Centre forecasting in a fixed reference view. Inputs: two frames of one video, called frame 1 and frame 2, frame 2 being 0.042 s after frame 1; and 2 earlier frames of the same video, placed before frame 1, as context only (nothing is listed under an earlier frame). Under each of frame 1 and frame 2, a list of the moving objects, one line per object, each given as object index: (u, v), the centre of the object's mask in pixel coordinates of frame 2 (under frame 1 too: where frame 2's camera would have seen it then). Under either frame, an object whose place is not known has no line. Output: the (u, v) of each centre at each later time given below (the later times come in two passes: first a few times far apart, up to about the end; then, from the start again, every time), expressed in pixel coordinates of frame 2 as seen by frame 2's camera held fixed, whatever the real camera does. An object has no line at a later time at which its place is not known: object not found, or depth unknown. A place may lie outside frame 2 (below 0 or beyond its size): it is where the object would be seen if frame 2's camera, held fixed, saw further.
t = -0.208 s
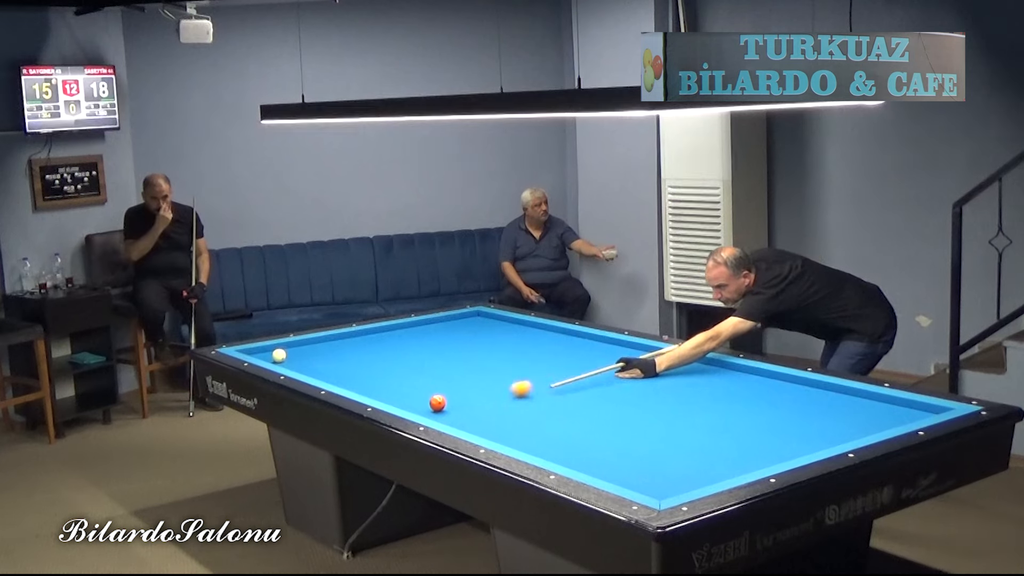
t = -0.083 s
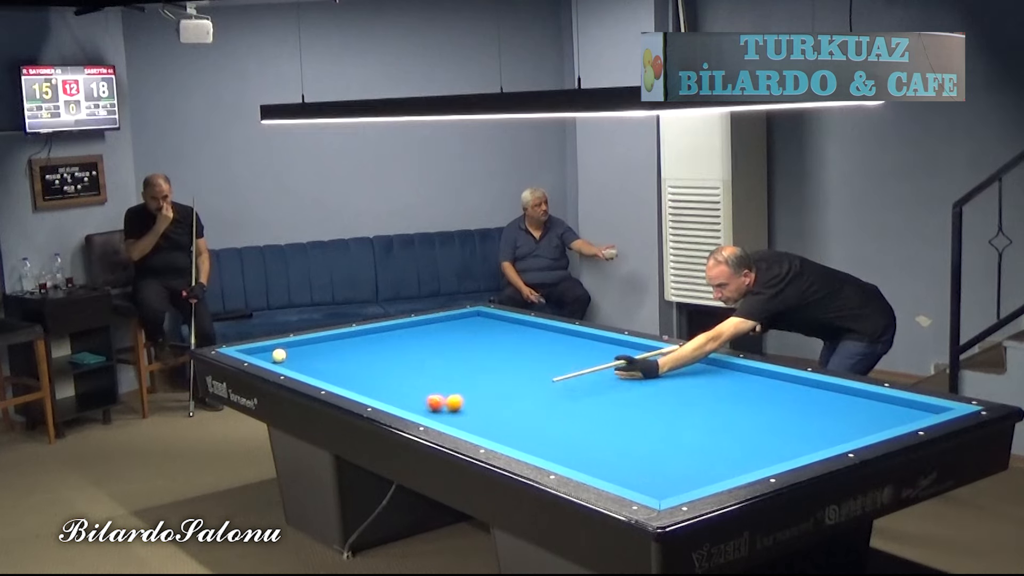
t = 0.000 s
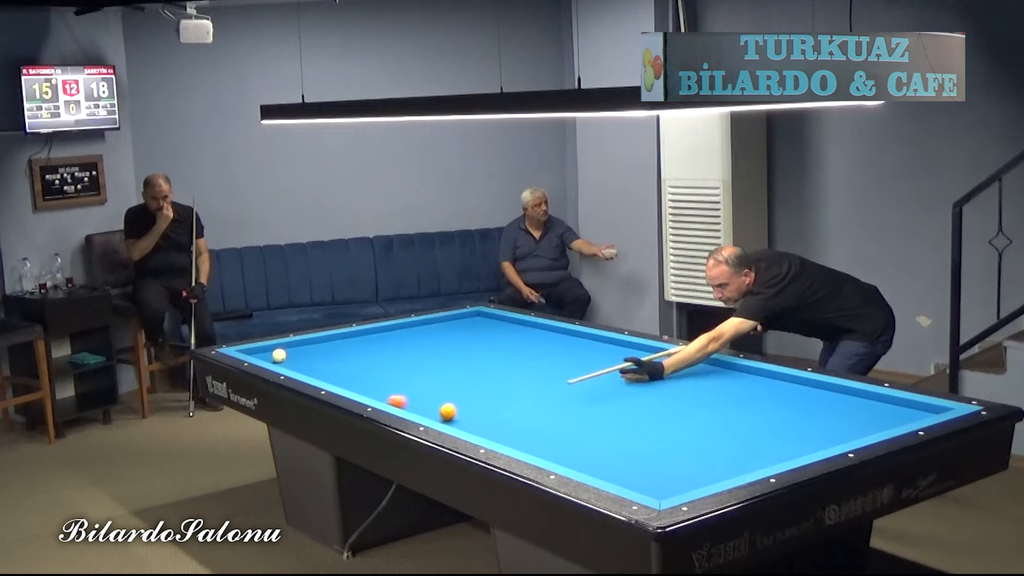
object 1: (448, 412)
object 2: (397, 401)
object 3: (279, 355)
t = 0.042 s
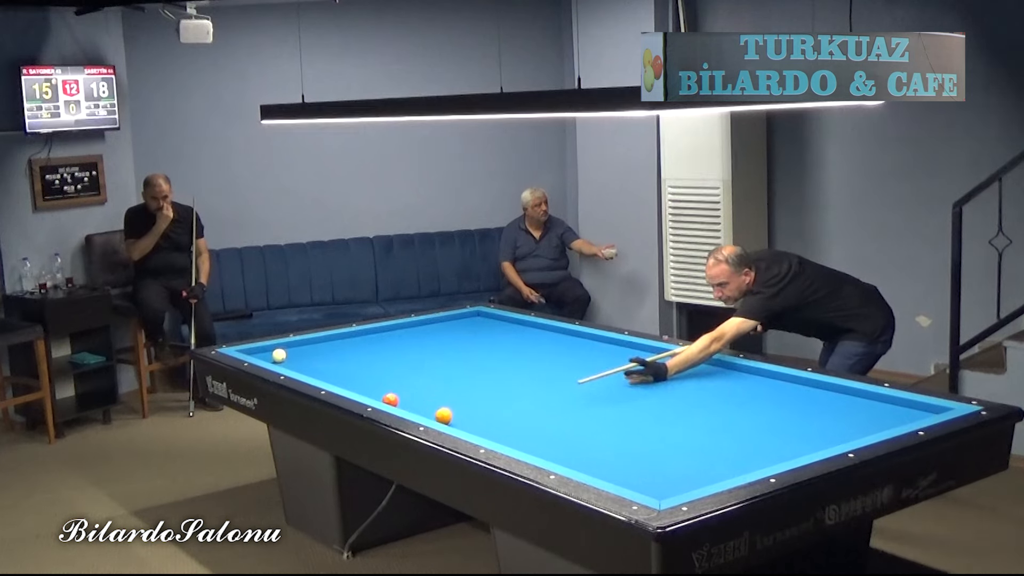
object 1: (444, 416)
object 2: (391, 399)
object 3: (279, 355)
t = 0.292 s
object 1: (524, 426)
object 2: (414, 384)
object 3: (279, 355)
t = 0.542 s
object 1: (610, 433)
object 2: (430, 371)
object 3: (279, 355)
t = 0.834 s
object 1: (724, 444)
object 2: (448, 357)
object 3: (279, 355)
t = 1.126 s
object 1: (805, 442)
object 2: (464, 344)
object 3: (279, 355)
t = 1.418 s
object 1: (804, 418)
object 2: (477, 333)
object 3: (279, 355)
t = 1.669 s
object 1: (805, 399)
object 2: (488, 324)
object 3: (279, 355)
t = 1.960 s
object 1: (805, 382)
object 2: (493, 316)
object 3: (279, 355)
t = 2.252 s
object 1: (747, 379)
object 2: (465, 317)
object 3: (279, 355)
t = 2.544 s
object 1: (690, 376)
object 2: (446, 318)
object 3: (279, 355)
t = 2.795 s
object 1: (647, 375)
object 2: (442, 320)
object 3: (279, 355)
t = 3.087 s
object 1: (595, 373)
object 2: (438, 323)
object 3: (279, 355)
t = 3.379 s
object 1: (549, 371)
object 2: (434, 326)
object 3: (279, 355)
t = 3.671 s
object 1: (501, 369)
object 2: (429, 329)
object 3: (279, 355)
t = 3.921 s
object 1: (465, 368)
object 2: (426, 331)
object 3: (279, 355)
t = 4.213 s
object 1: (421, 367)
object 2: (422, 334)
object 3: (279, 355)
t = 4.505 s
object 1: (380, 365)
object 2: (418, 336)
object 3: (279, 355)
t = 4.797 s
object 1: (343, 364)
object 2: (414, 339)
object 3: (279, 355)
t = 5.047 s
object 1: (309, 362)
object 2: (411, 340)
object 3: (279, 355)
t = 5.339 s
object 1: (277, 360)
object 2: (408, 343)
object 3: (280, 353)
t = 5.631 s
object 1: (266, 356)
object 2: (405, 345)
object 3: (281, 354)
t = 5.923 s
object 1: (257, 353)
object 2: (402, 347)
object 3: (288, 352)
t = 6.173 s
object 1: (250, 351)
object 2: (399, 349)
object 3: (294, 351)
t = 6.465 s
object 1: (248, 350)
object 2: (397, 350)
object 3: (300, 349)
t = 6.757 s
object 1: (252, 351)
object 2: (394, 352)
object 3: (305, 348)
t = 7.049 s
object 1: (256, 353)
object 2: (392, 354)
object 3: (310, 347)
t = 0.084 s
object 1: (440, 418)
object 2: (395, 398)
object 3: (279, 355)
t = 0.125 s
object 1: (464, 421)
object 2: (401, 393)
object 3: (279, 355)
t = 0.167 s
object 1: (480, 422)
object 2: (405, 390)
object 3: (279, 355)
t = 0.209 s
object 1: (496, 423)
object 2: (408, 388)
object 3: (279, 355)
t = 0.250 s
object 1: (510, 424)
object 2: (411, 386)
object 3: (279, 355)
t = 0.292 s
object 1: (524, 426)
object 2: (414, 384)
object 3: (279, 355)
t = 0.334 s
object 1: (539, 427)
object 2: (416, 382)
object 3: (279, 355)
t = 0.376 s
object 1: (552, 428)
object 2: (419, 379)
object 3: (279, 355)
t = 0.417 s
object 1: (567, 430)
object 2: (422, 377)
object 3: (279, 355)
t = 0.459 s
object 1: (581, 431)
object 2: (424, 375)
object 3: (279, 355)
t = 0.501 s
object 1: (595, 432)
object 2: (427, 373)
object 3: (279, 355)
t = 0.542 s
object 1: (610, 433)
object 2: (430, 371)
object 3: (279, 355)
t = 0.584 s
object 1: (632, 436)
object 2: (433, 368)
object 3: (279, 355)
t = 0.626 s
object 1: (647, 437)
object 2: (436, 366)
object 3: (279, 355)
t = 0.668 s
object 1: (662, 438)
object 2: (438, 364)
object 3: (279, 355)
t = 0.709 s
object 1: (678, 440)
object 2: (441, 362)
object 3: (279, 355)
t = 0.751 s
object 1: (693, 441)
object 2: (443, 360)
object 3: (279, 355)
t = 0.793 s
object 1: (709, 443)
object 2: (445, 358)
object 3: (279, 355)
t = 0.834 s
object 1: (724, 444)
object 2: (448, 357)
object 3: (279, 355)
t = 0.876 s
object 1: (740, 446)
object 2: (450, 355)
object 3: (279, 355)
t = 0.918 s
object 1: (757, 447)
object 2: (452, 353)
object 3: (279, 355)
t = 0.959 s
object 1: (773, 449)
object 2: (454, 351)
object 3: (279, 355)
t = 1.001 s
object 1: (789, 450)
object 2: (456, 349)
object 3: (279, 355)
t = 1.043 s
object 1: (805, 449)
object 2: (458, 348)
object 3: (279, 355)
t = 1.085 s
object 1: (807, 446)
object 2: (461, 345)
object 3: (279, 355)
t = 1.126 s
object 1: (805, 442)
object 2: (464, 344)
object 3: (279, 355)
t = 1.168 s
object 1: (804, 439)
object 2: (466, 342)
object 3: (279, 355)
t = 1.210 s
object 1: (804, 435)
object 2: (468, 340)
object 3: (279, 355)
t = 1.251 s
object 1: (804, 432)
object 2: (469, 339)
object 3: (279, 355)
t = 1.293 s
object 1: (804, 428)
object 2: (471, 337)
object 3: (279, 355)
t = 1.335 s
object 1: (804, 425)
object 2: (473, 336)
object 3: (279, 355)
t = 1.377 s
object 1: (804, 422)
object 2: (475, 335)
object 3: (279, 355)
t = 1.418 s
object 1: (804, 418)
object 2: (477, 333)
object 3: (279, 355)
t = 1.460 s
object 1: (804, 415)
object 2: (478, 332)
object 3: (279, 355)
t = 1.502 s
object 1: (804, 412)
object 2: (480, 330)
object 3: (279, 355)
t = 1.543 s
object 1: (804, 409)
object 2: (482, 329)
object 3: (279, 355)
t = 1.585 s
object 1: (805, 405)
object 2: (485, 327)
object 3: (279, 355)
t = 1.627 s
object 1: (805, 402)
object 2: (486, 325)
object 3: (279, 355)
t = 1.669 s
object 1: (805, 399)
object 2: (488, 324)
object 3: (279, 355)
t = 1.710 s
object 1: (805, 397)
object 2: (490, 323)
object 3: (279, 355)
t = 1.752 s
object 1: (805, 394)
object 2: (491, 321)
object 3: (279, 355)
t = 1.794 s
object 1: (805, 391)
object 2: (493, 320)
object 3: (279, 355)
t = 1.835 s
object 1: (805, 389)
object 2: (494, 319)
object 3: (279, 355)
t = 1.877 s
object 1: (805, 386)
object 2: (496, 318)
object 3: (279, 355)
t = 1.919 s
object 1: (805, 384)
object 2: (497, 316)
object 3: (279, 355)
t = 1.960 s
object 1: (805, 382)
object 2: (493, 316)
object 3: (279, 355)
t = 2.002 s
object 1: (800, 380)
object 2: (489, 316)
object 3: (279, 355)
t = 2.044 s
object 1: (787, 380)
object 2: (483, 317)
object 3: (279, 355)
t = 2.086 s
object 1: (778, 380)
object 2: (479, 317)
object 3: (279, 355)
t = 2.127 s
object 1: (770, 379)
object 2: (476, 317)
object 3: (279, 355)
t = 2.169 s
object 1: (762, 379)
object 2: (472, 317)
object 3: (279, 355)
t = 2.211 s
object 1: (755, 379)
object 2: (468, 317)
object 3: (279, 355)
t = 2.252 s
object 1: (747, 379)
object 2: (465, 317)
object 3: (279, 355)
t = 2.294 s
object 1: (739, 379)
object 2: (461, 317)
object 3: (279, 355)
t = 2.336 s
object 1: (732, 378)
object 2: (457, 317)
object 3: (279, 355)
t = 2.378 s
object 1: (724, 378)
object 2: (454, 317)
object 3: (279, 355)
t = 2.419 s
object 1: (716, 378)
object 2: (450, 317)
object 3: (279, 355)
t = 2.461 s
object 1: (709, 377)
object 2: (447, 317)
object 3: (279, 355)
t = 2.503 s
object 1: (701, 377)
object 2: (447, 317)
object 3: (279, 355)
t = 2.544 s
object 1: (690, 376)
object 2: (446, 318)
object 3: (279, 355)
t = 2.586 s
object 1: (683, 376)
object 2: (445, 318)
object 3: (279, 355)
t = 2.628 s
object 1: (676, 376)
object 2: (445, 319)
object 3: (279, 355)
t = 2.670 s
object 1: (669, 375)
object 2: (444, 319)
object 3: (279, 355)
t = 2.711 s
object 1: (661, 375)
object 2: (443, 319)
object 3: (279, 355)
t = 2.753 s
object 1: (654, 375)
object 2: (443, 320)
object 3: (279, 355)
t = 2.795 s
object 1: (647, 375)
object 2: (442, 320)
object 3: (279, 355)
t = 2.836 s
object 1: (640, 374)
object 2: (442, 321)
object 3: (279, 355)
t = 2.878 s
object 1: (633, 374)
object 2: (441, 321)
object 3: (279, 355)
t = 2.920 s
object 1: (626, 374)
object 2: (441, 321)
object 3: (279, 355)
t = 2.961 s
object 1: (619, 374)
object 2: (440, 322)
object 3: (279, 355)
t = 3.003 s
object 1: (612, 373)
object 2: (439, 322)
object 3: (279, 355)
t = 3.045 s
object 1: (602, 373)
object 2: (438, 323)
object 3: (279, 355)
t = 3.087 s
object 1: (595, 373)
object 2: (438, 323)
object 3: (279, 355)
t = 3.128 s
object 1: (589, 373)
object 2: (437, 324)
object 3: (279, 355)
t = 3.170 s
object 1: (582, 372)
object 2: (437, 324)
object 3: (279, 355)
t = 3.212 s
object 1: (575, 372)
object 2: (436, 325)
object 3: (279, 355)
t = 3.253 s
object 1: (568, 372)
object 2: (435, 325)
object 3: (279, 355)
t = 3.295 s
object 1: (562, 372)
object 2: (435, 325)
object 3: (279, 355)
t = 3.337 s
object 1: (555, 371)
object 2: (434, 326)
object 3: (279, 355)
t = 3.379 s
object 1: (549, 371)
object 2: (434, 326)
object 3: (279, 355)
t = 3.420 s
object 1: (542, 371)
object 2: (433, 326)
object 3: (279, 355)
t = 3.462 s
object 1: (536, 371)
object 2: (433, 327)
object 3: (279, 355)
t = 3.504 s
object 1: (530, 370)
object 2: (432, 327)
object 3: (279, 355)
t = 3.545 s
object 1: (520, 370)
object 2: (431, 328)
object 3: (279, 355)
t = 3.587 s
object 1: (514, 370)
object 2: (431, 328)
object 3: (279, 355)
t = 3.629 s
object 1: (508, 370)
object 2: (430, 329)
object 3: (279, 355)
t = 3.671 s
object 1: (501, 369)
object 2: (429, 329)
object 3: (279, 355)
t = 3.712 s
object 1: (495, 369)
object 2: (429, 329)
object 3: (279, 355)
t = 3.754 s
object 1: (489, 369)
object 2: (429, 330)
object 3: (279, 355)
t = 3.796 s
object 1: (483, 369)
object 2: (428, 330)
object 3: (279, 355)
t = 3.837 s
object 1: (477, 368)
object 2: (427, 330)
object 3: (279, 355)
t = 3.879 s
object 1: (471, 368)
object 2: (427, 331)
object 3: (279, 355)
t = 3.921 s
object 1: (465, 368)
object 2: (426, 331)
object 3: (279, 355)
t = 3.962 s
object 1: (459, 368)
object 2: (426, 331)
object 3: (279, 355)
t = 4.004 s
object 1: (450, 367)
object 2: (425, 332)
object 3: (279, 355)
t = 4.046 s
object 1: (444, 367)
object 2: (424, 332)
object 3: (279, 355)
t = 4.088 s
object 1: (438, 367)
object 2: (424, 333)
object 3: (279, 355)
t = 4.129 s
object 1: (432, 367)
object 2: (423, 333)
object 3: (279, 355)
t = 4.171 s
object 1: (427, 367)
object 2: (423, 333)
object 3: (279, 355)
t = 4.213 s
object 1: (421, 367)
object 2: (422, 334)
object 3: (279, 355)
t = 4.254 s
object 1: (415, 366)
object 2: (421, 334)
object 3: (279, 355)
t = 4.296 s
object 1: (410, 366)
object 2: (421, 335)
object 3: (279, 355)
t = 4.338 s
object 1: (404, 366)
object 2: (420, 335)
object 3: (279, 355)
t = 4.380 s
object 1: (399, 366)
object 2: (420, 335)
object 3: (279, 355)
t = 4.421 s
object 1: (393, 366)
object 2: (419, 336)
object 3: (279, 355)
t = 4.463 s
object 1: (388, 365)
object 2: (419, 336)
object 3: (279, 355)
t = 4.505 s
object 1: (380, 365)
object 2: (418, 336)
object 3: (279, 355)
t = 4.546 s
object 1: (374, 365)
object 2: (417, 337)
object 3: (279, 355)
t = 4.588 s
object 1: (369, 365)
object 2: (417, 337)
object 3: (279, 355)
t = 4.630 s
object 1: (363, 365)
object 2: (416, 337)
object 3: (279, 355)
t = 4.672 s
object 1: (358, 364)
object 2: (416, 338)
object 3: (279, 355)
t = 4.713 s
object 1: (353, 364)
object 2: (415, 338)
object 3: (279, 355)
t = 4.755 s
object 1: (348, 364)
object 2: (415, 338)
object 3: (279, 355)
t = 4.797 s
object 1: (343, 364)
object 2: (414, 339)
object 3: (279, 355)
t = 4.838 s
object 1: (337, 364)
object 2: (414, 339)
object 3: (279, 355)
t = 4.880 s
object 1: (332, 363)
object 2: (413, 339)
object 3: (279, 355)
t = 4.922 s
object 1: (327, 363)
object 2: (413, 340)
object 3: (279, 355)
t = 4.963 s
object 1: (322, 363)
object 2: (412, 340)
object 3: (279, 355)
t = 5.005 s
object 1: (315, 363)
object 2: (412, 340)
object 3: (279, 355)
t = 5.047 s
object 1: (309, 362)
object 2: (411, 340)
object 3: (279, 355)
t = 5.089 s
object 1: (305, 362)
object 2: (411, 341)
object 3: (279, 355)
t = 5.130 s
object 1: (299, 362)
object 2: (410, 341)
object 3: (279, 355)
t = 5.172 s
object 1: (295, 362)
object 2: (410, 341)
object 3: (279, 355)
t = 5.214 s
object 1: (290, 361)
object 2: (409, 342)
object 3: (279, 355)
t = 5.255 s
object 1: (285, 361)
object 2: (409, 342)
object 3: (278, 354)
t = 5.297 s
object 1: (280, 359)
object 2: (408, 342)
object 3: (278, 352)
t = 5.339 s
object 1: (277, 360)
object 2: (408, 343)
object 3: (280, 353)
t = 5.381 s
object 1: (271, 359)
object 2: (407, 343)
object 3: (280, 354)
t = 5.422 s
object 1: (269, 358)
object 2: (407, 343)
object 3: (279, 355)
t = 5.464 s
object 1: (269, 358)
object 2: (406, 344)
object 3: (279, 355)
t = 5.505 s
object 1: (269, 357)
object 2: (406, 344)
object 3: (280, 355)
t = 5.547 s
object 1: (268, 357)
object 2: (405, 344)
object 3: (280, 355)
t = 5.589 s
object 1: (267, 356)
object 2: (405, 345)
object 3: (280, 355)
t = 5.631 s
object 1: (266, 356)
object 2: (405, 345)
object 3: (281, 354)
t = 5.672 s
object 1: (264, 355)
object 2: (404, 345)
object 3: (282, 354)
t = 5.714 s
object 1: (263, 355)
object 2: (404, 346)
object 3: (283, 354)
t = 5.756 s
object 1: (262, 355)
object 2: (403, 346)
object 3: (284, 354)
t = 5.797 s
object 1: (261, 354)
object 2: (403, 346)
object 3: (285, 353)
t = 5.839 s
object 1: (260, 354)
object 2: (402, 346)
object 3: (286, 353)
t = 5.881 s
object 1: (258, 354)
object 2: (402, 347)
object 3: (287, 353)
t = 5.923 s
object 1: (257, 353)
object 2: (402, 347)
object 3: (288, 352)
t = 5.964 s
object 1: (256, 353)
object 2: (401, 347)
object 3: (289, 352)
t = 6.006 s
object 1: (255, 352)
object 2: (401, 348)
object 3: (290, 352)
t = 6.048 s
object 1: (253, 352)
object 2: (400, 348)
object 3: (291, 352)
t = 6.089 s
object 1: (252, 351)
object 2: (400, 348)
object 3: (292, 351)
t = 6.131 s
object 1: (251, 351)
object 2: (399, 349)
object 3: (293, 351)
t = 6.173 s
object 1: (250, 351)
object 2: (399, 349)
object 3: (294, 351)
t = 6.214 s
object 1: (249, 350)
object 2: (399, 349)
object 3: (294, 351)
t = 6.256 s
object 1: (248, 350)
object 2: (398, 349)
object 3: (295, 351)
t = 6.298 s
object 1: (247, 349)
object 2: (398, 349)
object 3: (296, 351)
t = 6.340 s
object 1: (246, 349)
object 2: (398, 350)
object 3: (297, 350)
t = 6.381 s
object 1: (247, 349)
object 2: (397, 350)
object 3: (298, 350)
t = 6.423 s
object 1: (247, 349)
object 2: (397, 350)
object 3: (299, 350)
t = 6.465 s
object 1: (248, 350)
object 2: (397, 350)
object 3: (300, 349)
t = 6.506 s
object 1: (248, 350)
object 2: (396, 351)
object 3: (300, 349)
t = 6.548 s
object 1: (249, 350)
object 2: (396, 351)
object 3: (301, 349)
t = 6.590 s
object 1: (249, 350)
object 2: (396, 351)
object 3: (302, 349)
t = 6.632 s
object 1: (250, 351)
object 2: (395, 351)
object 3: (303, 349)
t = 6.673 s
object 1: (251, 351)
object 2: (395, 352)
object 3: (304, 348)
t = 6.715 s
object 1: (251, 351)
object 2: (395, 352)
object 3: (304, 348)
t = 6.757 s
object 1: (252, 351)
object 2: (394, 352)
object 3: (305, 348)
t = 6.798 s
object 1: (253, 351)
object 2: (394, 352)
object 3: (306, 348)
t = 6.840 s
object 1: (253, 352)
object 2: (394, 352)
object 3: (306, 347)
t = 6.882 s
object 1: (254, 352)
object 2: (394, 353)
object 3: (307, 347)
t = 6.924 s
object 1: (254, 352)
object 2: (393, 353)
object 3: (308, 347)
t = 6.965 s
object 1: (255, 352)
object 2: (393, 353)
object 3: (309, 347)
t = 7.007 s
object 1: (256, 352)
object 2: (393, 353)
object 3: (309, 347)
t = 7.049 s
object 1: (256, 353)
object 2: (392, 354)
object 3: (310, 347)
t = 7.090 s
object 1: (257, 353)
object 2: (392, 354)
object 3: (311, 346)
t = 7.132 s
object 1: (257, 353)
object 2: (392, 354)
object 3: (312, 346)
